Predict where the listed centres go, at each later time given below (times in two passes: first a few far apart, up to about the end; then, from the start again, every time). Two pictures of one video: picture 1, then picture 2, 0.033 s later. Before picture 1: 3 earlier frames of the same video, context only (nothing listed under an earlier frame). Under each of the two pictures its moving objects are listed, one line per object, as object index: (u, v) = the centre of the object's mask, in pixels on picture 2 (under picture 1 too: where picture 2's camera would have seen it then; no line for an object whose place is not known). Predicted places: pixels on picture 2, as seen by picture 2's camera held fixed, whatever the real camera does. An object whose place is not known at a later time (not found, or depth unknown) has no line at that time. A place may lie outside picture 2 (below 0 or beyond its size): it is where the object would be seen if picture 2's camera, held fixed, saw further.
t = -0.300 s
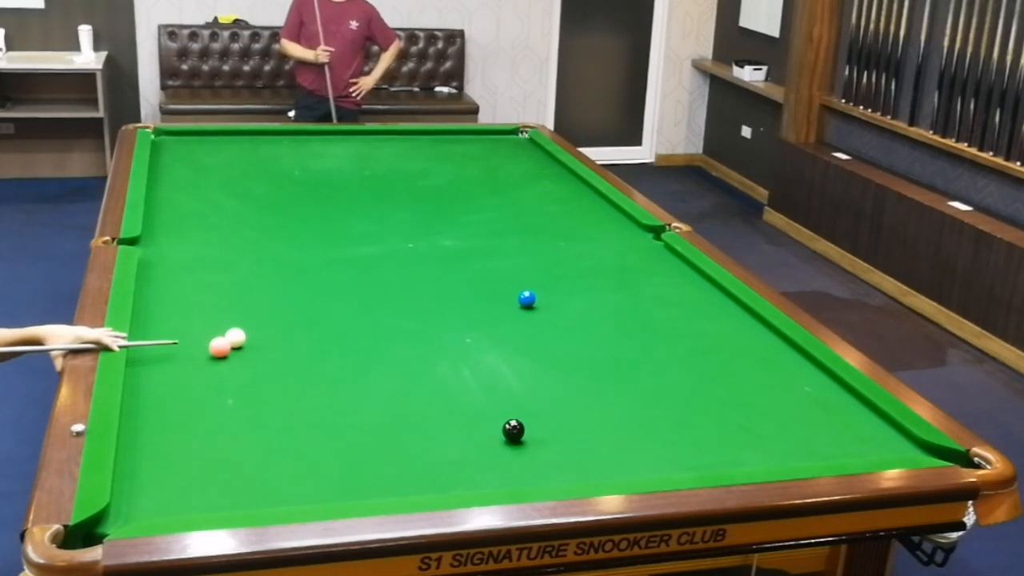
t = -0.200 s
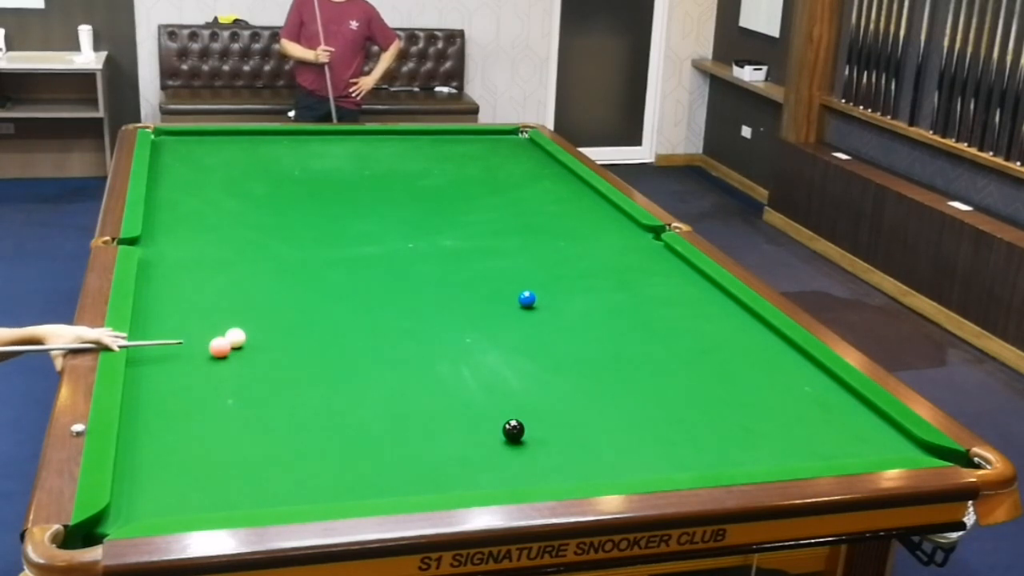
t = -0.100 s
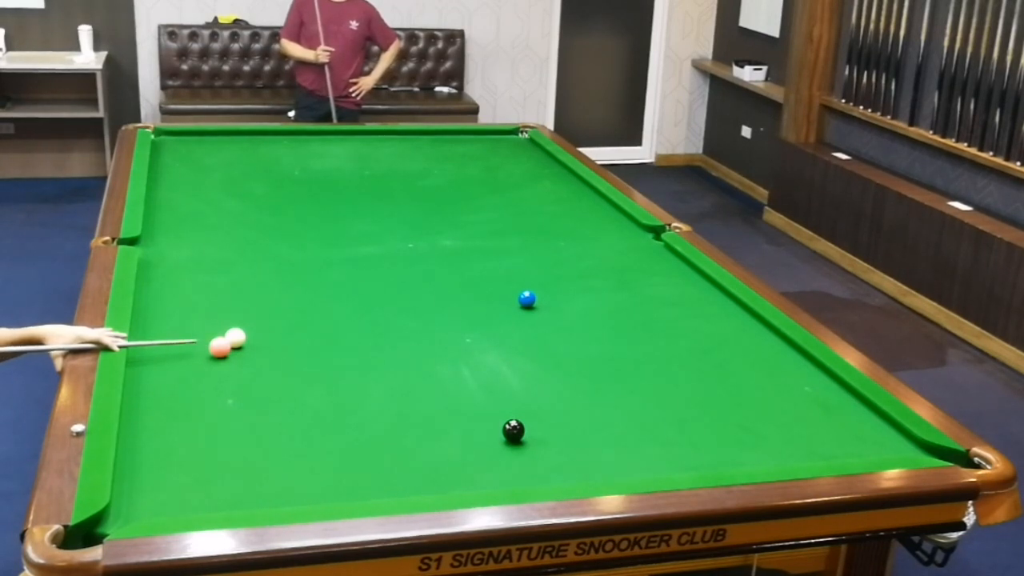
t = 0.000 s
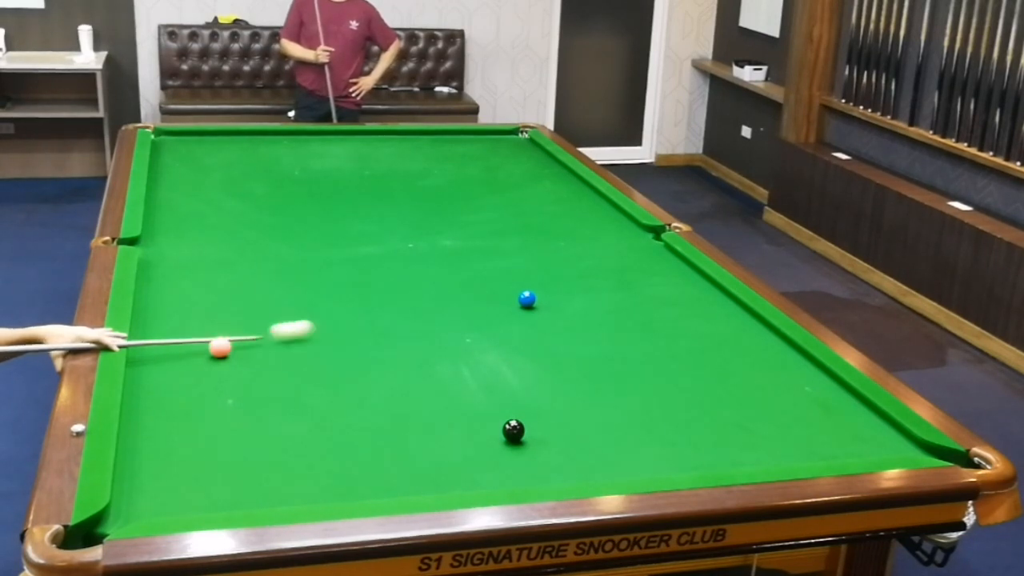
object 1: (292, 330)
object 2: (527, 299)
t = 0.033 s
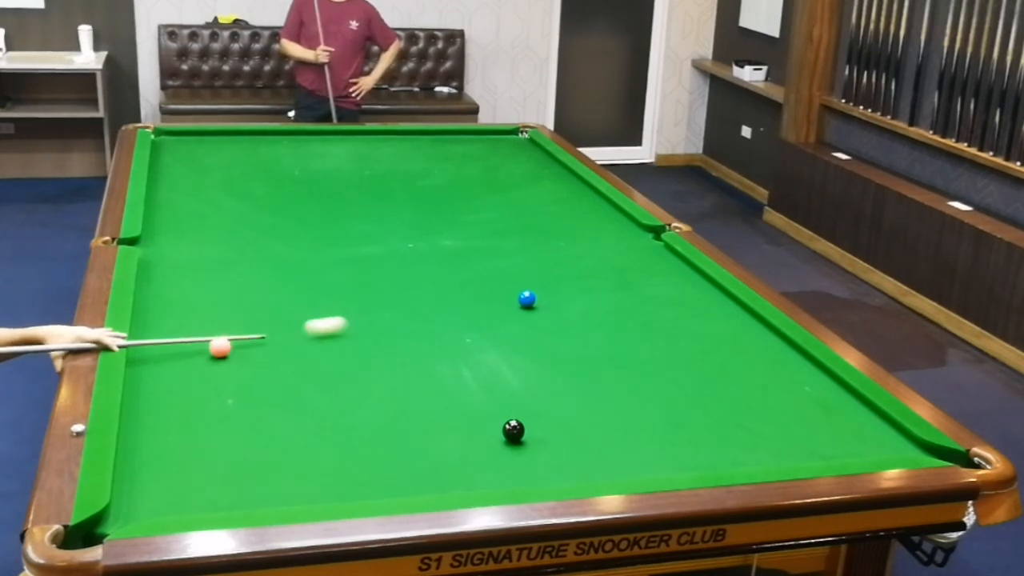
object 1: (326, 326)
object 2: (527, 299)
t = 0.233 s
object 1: (494, 306)
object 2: (527, 299)
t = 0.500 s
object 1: (600, 317)
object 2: (580, 272)
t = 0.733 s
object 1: (685, 329)
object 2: (617, 254)
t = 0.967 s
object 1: (771, 342)
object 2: (651, 237)
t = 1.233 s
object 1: (759, 361)
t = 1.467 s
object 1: (728, 379)
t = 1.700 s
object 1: (696, 397)
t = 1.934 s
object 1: (662, 418)
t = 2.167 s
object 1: (626, 438)
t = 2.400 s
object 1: (588, 461)
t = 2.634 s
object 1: (548, 478)
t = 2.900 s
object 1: (496, 472)
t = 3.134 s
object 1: (453, 465)
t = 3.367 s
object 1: (413, 458)
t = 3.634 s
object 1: (372, 451)
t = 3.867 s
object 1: (337, 445)
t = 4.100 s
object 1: (306, 440)
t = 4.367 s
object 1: (273, 435)
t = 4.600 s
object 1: (247, 430)
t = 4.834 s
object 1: (223, 426)
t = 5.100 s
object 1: (198, 422)
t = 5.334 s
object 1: (179, 419)
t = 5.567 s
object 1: (163, 416)
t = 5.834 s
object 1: (146, 413)
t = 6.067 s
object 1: (135, 411)
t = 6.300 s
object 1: (136, 409)
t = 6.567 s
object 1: (141, 407)
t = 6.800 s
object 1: (144, 407)
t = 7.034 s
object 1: (144, 407)
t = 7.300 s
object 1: (144, 406)
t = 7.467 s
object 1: (144, 406)
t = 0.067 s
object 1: (358, 322)
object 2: (527, 299)
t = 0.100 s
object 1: (388, 318)
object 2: (527, 299)
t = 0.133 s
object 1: (417, 315)
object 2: (527, 299)
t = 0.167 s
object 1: (444, 312)
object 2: (527, 299)
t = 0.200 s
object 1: (470, 309)
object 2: (527, 299)
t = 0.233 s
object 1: (494, 306)
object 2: (527, 299)
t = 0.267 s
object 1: (515, 303)
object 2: (530, 297)
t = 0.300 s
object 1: (529, 305)
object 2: (537, 292)
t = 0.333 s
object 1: (541, 308)
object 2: (545, 290)
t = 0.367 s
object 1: (553, 310)
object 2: (553, 286)
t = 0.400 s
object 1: (565, 312)
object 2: (561, 282)
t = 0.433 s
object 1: (577, 314)
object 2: (568, 279)
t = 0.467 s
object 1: (588, 315)
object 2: (574, 275)
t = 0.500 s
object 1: (600, 317)
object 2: (580, 272)
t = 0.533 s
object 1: (612, 319)
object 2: (586, 270)
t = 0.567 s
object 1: (624, 321)
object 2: (591, 267)
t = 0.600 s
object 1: (636, 322)
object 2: (597, 264)
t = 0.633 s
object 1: (648, 324)
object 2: (602, 262)
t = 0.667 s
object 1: (661, 326)
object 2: (607, 259)
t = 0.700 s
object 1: (673, 328)
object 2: (612, 256)
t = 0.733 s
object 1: (685, 329)
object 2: (617, 254)
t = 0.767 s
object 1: (697, 331)
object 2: (623, 251)
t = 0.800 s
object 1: (710, 333)
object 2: (627, 249)
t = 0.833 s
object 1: (722, 335)
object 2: (632, 246)
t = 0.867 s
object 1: (734, 336)
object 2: (637, 244)
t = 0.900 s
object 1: (747, 338)
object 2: (642, 242)
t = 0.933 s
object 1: (759, 340)
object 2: (646, 239)
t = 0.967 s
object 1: (771, 342)
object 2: (651, 237)
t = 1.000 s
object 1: (783, 344)
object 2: (655, 235)
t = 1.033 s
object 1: (785, 346)
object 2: (658, 233)
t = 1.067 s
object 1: (780, 348)
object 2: (661, 233)
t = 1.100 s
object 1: (776, 351)
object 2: (663, 235)
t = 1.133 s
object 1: (772, 353)
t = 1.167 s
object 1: (768, 355)
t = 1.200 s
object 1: (763, 358)
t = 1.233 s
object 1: (759, 361)
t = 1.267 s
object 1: (755, 363)
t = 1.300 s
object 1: (751, 366)
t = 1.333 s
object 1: (746, 369)
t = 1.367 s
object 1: (742, 371)
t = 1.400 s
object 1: (737, 373)
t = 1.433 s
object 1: (733, 376)
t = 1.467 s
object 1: (728, 379)
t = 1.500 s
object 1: (724, 381)
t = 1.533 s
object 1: (719, 384)
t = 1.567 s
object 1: (715, 386)
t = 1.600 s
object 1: (710, 389)
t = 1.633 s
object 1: (705, 392)
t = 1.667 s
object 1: (701, 394)
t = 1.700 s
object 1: (696, 397)
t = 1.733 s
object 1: (691, 400)
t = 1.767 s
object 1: (686, 403)
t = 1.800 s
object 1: (682, 406)
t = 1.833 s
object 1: (677, 409)
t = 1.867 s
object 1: (672, 411)
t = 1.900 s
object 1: (667, 414)
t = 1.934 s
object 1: (662, 418)
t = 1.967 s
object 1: (657, 420)
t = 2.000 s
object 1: (652, 423)
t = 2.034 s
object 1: (647, 426)
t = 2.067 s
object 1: (641, 429)
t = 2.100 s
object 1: (636, 432)
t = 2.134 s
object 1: (631, 435)
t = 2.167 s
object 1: (626, 438)
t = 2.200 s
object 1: (621, 441)
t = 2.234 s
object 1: (615, 445)
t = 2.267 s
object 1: (610, 448)
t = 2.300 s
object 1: (605, 451)
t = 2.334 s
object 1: (599, 454)
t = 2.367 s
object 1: (594, 457)
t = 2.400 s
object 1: (588, 461)
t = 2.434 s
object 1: (583, 464)
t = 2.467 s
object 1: (577, 467)
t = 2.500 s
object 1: (572, 470)
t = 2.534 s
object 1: (566, 472)
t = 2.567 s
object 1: (560, 475)
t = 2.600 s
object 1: (555, 477)
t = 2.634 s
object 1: (548, 478)
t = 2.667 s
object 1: (541, 477)
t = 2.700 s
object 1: (534, 476)
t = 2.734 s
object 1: (528, 476)
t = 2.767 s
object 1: (521, 475)
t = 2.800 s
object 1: (515, 475)
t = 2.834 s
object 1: (509, 474)
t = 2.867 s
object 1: (502, 473)
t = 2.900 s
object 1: (496, 472)
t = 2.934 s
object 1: (490, 471)
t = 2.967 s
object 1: (483, 470)
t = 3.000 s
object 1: (477, 469)
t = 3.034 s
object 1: (471, 468)
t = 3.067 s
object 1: (465, 467)
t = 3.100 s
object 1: (459, 466)
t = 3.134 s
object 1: (453, 465)
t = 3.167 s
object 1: (448, 464)
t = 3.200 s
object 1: (442, 463)
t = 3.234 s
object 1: (436, 462)
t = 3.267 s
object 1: (430, 461)
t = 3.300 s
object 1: (425, 460)
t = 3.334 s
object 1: (419, 459)
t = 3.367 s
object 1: (413, 458)
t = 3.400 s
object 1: (408, 457)
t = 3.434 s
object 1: (402, 456)
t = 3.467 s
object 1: (398, 455)
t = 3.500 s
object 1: (392, 454)
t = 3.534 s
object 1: (387, 453)
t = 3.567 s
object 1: (382, 452)
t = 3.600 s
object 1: (377, 452)
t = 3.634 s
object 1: (372, 451)
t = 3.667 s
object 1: (367, 450)
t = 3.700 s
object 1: (362, 449)
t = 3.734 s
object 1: (357, 448)
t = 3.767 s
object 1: (352, 447)
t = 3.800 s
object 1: (347, 447)
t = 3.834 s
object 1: (342, 446)
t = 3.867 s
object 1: (337, 445)
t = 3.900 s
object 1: (333, 444)
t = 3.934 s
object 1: (328, 444)
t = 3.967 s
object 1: (324, 443)
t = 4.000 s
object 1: (319, 442)
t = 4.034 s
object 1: (315, 441)
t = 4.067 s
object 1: (311, 441)
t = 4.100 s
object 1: (306, 440)
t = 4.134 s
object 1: (302, 439)
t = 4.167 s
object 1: (298, 439)
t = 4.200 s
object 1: (293, 438)
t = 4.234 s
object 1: (289, 437)
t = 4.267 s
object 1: (286, 436)
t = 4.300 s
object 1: (281, 436)
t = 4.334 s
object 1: (277, 435)
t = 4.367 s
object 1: (273, 435)
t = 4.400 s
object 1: (269, 434)
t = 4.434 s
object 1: (266, 433)
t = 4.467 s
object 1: (262, 433)
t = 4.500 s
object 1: (258, 432)
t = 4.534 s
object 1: (254, 431)
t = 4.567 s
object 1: (251, 431)
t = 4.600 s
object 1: (247, 430)
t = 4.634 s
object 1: (243, 430)
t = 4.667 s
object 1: (240, 429)
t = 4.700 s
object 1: (237, 428)
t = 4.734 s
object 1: (233, 428)
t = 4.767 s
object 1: (230, 427)
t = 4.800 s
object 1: (226, 427)
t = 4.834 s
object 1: (223, 426)
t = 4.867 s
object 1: (220, 426)
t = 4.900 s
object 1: (217, 425)
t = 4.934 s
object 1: (213, 424)
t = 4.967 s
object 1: (211, 424)
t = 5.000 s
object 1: (207, 423)
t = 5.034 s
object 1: (204, 423)
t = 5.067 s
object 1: (201, 422)
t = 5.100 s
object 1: (198, 422)
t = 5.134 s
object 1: (196, 421)
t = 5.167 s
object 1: (193, 421)
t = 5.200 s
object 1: (190, 421)
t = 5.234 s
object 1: (187, 420)
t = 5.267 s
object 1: (185, 420)
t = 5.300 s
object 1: (182, 419)
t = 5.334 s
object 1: (179, 419)
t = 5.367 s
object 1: (177, 418)
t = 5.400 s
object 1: (175, 418)
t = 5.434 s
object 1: (172, 418)
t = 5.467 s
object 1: (169, 417)
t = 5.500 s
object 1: (167, 417)
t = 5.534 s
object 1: (165, 416)
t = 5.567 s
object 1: (163, 416)
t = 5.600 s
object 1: (160, 416)
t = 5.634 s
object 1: (158, 415)
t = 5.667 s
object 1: (156, 415)
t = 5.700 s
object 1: (154, 414)
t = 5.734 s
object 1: (152, 414)
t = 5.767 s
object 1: (150, 414)
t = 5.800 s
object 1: (148, 414)
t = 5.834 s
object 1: (146, 413)
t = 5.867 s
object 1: (144, 413)
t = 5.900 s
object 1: (143, 412)
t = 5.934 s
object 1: (141, 412)
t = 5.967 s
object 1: (139, 412)
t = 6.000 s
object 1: (138, 412)
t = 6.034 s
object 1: (136, 411)
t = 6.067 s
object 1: (135, 411)
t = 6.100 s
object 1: (133, 410)
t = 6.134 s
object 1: (133, 410)
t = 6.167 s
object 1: (133, 410)
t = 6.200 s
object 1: (134, 410)
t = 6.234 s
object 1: (135, 409)
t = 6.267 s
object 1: (136, 409)
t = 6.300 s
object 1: (136, 409)
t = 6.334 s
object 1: (137, 409)
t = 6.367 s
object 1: (138, 408)
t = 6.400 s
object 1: (138, 408)
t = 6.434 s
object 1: (139, 408)
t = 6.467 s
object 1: (139, 408)
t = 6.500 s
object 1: (140, 408)
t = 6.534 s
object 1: (141, 408)
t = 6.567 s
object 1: (141, 407)
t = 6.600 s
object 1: (141, 408)
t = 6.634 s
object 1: (142, 407)
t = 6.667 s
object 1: (142, 407)
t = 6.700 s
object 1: (143, 407)
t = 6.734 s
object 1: (143, 407)
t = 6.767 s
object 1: (143, 407)
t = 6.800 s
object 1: (144, 407)
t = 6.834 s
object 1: (144, 406)
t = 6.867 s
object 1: (144, 407)
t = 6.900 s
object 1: (144, 406)
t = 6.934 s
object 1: (144, 407)
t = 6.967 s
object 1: (144, 407)
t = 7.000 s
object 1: (144, 407)
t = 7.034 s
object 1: (144, 407)
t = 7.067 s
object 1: (145, 406)
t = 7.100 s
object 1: (144, 406)
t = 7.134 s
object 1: (144, 406)
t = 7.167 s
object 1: (144, 406)
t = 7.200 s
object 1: (144, 406)
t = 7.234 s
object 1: (144, 406)
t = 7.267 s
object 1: (144, 406)
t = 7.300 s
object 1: (144, 406)
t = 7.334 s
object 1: (144, 406)
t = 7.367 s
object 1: (144, 406)
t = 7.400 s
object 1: (144, 406)
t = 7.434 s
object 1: (144, 406)
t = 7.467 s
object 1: (144, 406)
